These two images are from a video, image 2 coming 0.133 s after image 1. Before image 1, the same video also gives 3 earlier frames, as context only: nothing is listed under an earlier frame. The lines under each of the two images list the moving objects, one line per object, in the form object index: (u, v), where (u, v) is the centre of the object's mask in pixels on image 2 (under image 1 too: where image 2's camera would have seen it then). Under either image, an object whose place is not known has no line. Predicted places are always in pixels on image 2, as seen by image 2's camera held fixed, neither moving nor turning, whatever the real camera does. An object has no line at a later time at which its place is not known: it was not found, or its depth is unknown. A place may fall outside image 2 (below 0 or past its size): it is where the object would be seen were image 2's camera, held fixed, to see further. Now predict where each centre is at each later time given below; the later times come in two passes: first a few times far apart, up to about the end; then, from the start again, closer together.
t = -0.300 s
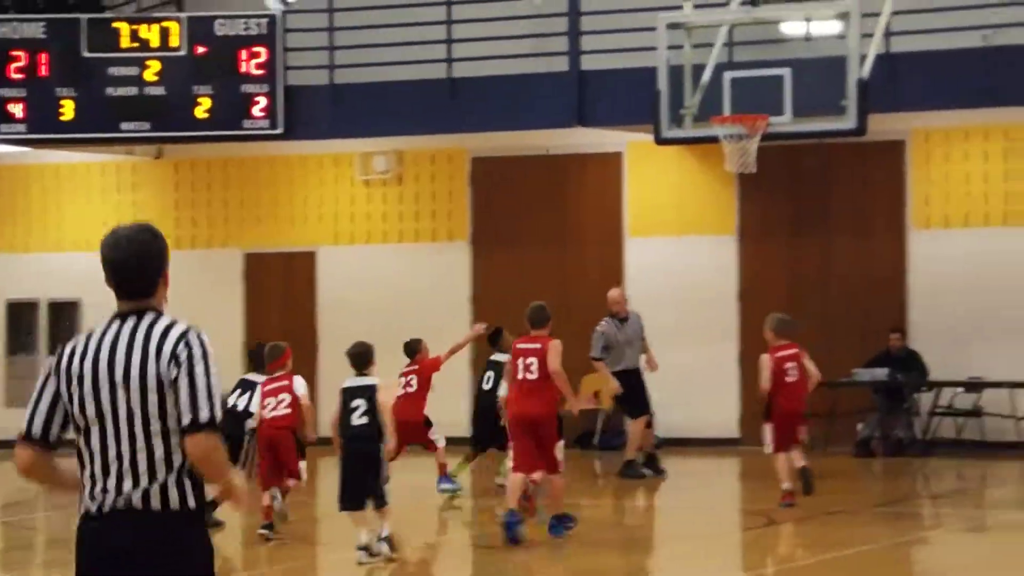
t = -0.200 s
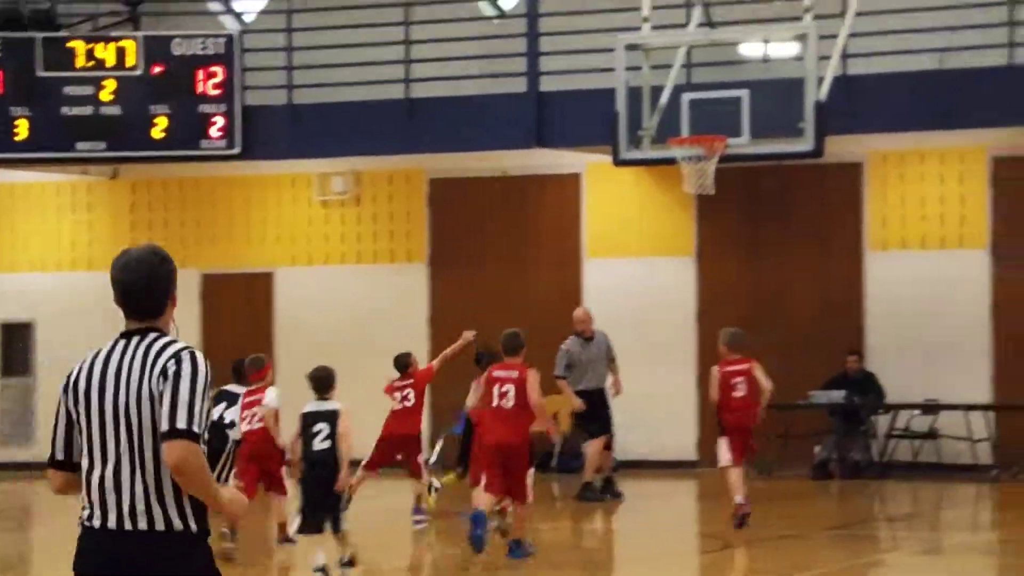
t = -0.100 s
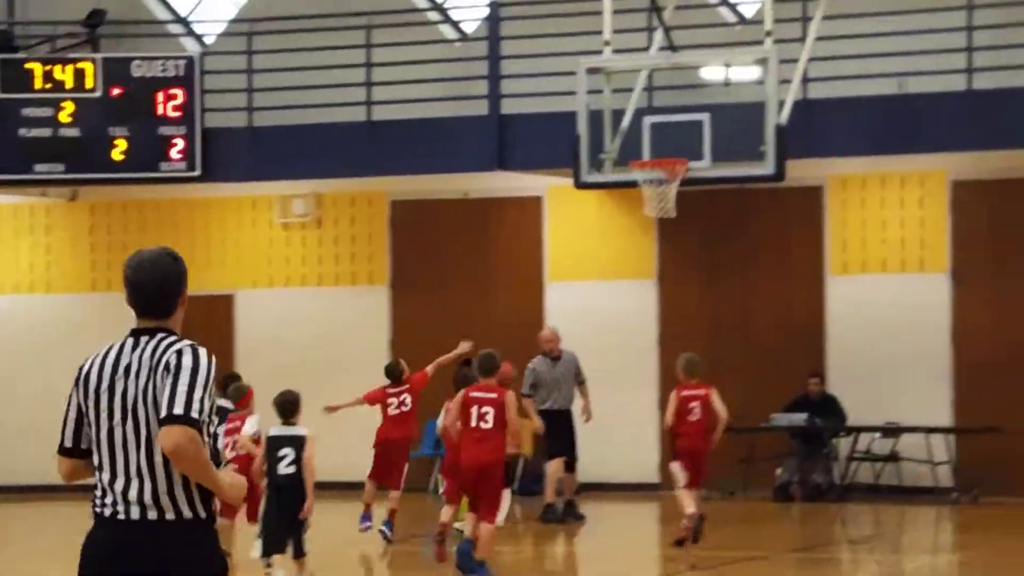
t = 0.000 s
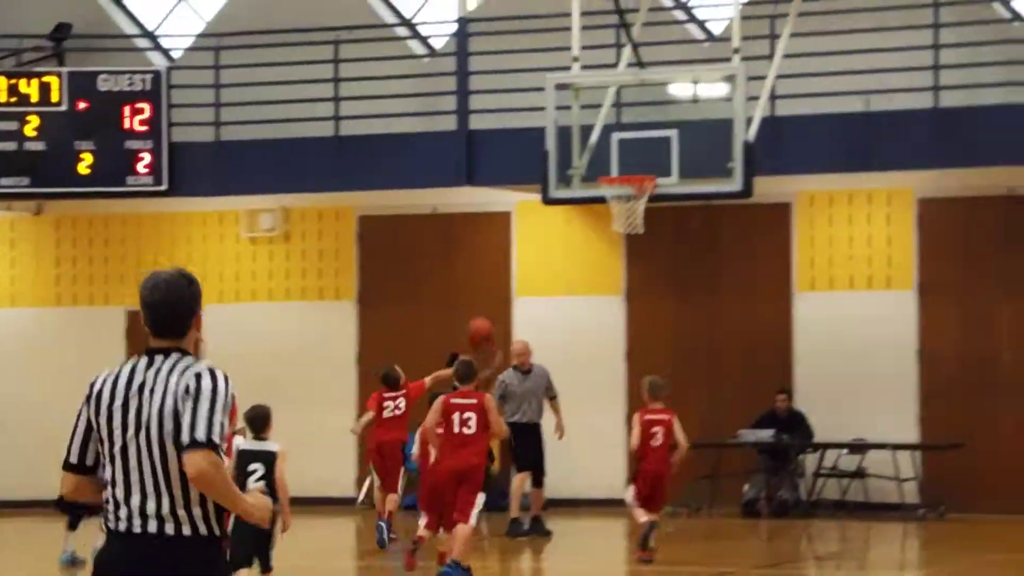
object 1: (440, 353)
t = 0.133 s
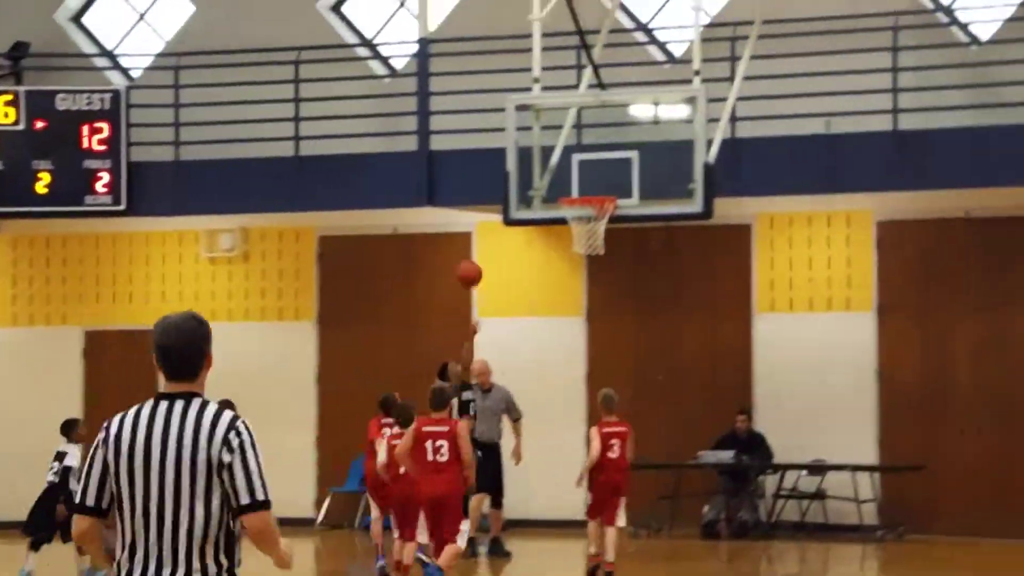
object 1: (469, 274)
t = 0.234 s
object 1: (491, 229)
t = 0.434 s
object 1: (533, 173)
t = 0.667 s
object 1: (560, 173)
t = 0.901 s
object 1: (563, 177)
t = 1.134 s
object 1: (563, 183)
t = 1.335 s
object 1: (563, 224)
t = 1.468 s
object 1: (563, 277)
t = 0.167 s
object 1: (477, 258)
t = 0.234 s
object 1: (491, 229)
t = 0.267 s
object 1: (499, 215)
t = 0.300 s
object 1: (506, 205)
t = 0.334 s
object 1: (512, 195)
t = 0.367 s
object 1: (520, 186)
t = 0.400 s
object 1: (527, 178)
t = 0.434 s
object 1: (533, 173)
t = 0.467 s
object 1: (541, 168)
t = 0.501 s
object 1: (548, 165)
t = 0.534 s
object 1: (553, 162)
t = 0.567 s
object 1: (555, 162)
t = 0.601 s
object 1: (557, 165)
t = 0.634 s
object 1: (558, 168)
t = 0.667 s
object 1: (560, 173)
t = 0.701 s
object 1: (562, 178)
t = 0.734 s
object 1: (563, 184)
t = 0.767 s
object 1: (563, 182)
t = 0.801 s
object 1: (563, 178)
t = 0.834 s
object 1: (563, 177)
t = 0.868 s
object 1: (563, 177)
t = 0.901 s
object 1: (563, 177)
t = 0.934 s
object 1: (563, 178)
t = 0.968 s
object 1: (563, 181)
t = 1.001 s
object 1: (563, 183)
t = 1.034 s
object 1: (563, 182)
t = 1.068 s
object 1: (563, 182)
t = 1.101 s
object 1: (564, 182)
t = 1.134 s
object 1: (563, 183)
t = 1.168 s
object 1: (563, 187)
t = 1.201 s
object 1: (563, 192)
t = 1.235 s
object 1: (563, 198)
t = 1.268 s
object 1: (563, 205)
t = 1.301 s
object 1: (563, 214)
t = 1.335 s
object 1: (563, 224)
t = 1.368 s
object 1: (563, 235)
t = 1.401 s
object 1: (563, 248)
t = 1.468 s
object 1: (563, 277)
